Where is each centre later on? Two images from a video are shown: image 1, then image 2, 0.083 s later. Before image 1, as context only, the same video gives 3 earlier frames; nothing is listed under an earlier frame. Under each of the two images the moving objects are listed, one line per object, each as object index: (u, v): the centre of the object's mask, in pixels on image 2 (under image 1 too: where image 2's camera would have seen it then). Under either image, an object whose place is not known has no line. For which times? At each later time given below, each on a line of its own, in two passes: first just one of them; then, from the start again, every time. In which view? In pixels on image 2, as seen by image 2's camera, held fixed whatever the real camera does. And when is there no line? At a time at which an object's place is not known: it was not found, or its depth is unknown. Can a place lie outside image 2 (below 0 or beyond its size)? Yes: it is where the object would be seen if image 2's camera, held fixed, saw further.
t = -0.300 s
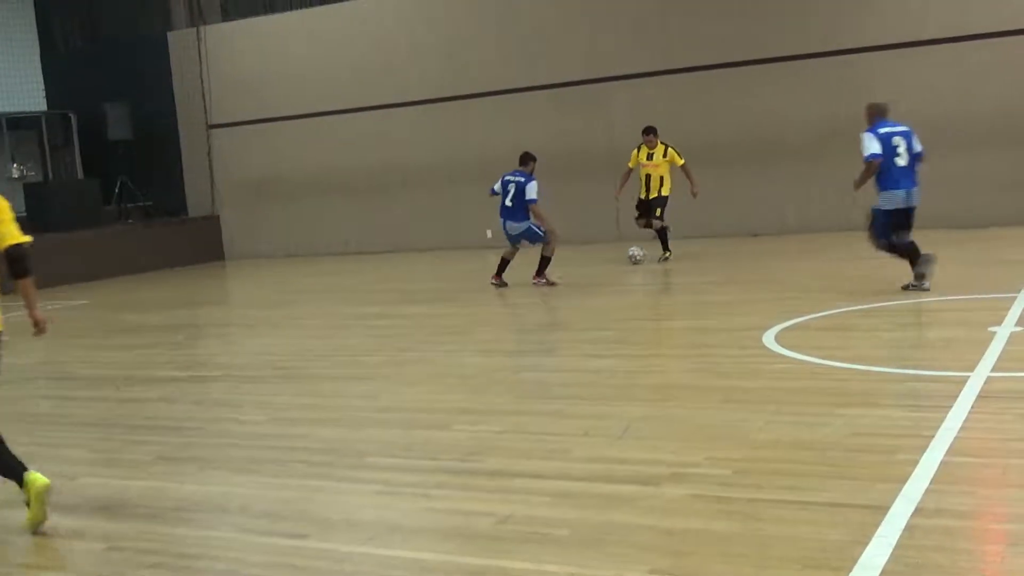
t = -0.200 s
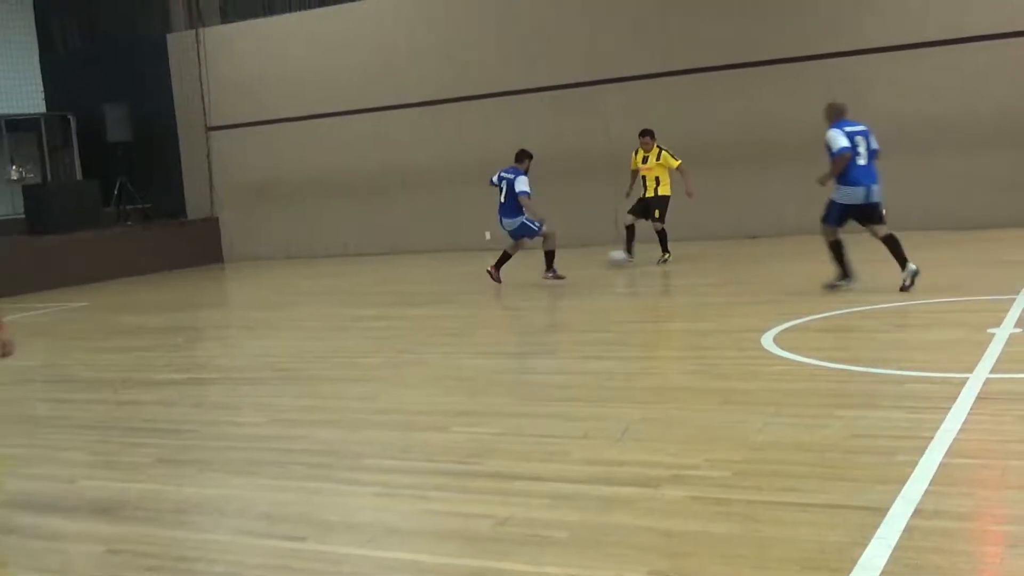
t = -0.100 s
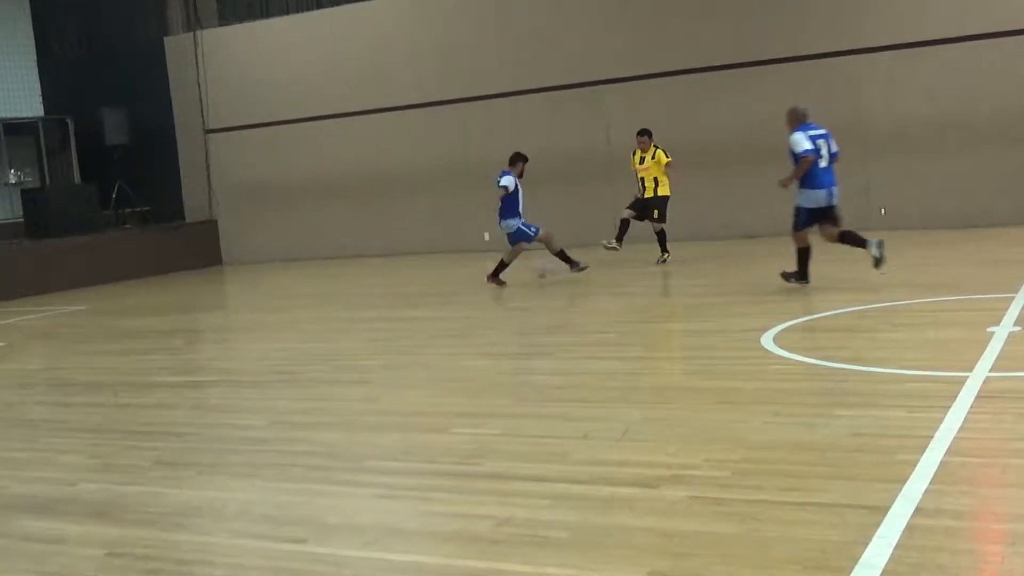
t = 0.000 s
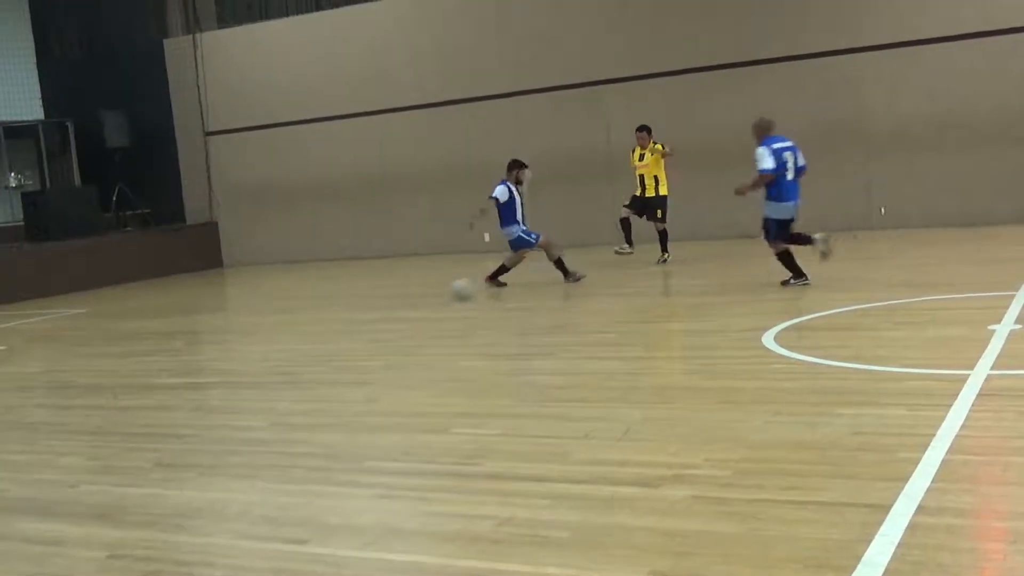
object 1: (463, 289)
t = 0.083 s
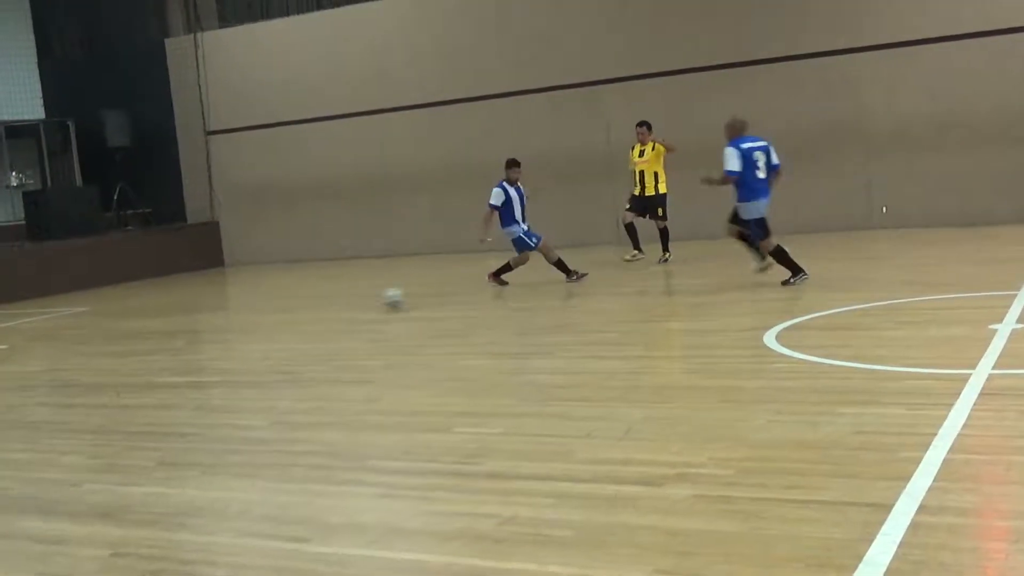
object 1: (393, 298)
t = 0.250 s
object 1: (241, 331)
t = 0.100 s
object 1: (380, 302)
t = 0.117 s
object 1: (364, 305)
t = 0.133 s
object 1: (349, 309)
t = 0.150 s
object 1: (332, 314)
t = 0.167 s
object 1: (318, 318)
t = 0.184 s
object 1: (302, 321)
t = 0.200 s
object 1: (286, 323)
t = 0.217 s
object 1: (270, 326)
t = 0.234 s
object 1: (257, 328)
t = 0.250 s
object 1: (241, 331)
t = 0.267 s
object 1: (226, 335)
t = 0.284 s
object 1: (210, 338)
